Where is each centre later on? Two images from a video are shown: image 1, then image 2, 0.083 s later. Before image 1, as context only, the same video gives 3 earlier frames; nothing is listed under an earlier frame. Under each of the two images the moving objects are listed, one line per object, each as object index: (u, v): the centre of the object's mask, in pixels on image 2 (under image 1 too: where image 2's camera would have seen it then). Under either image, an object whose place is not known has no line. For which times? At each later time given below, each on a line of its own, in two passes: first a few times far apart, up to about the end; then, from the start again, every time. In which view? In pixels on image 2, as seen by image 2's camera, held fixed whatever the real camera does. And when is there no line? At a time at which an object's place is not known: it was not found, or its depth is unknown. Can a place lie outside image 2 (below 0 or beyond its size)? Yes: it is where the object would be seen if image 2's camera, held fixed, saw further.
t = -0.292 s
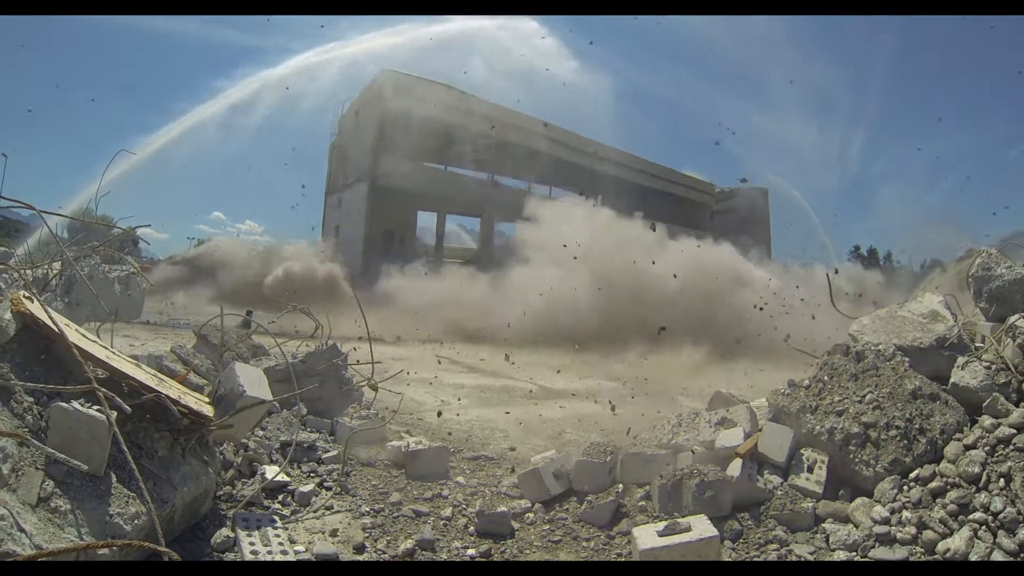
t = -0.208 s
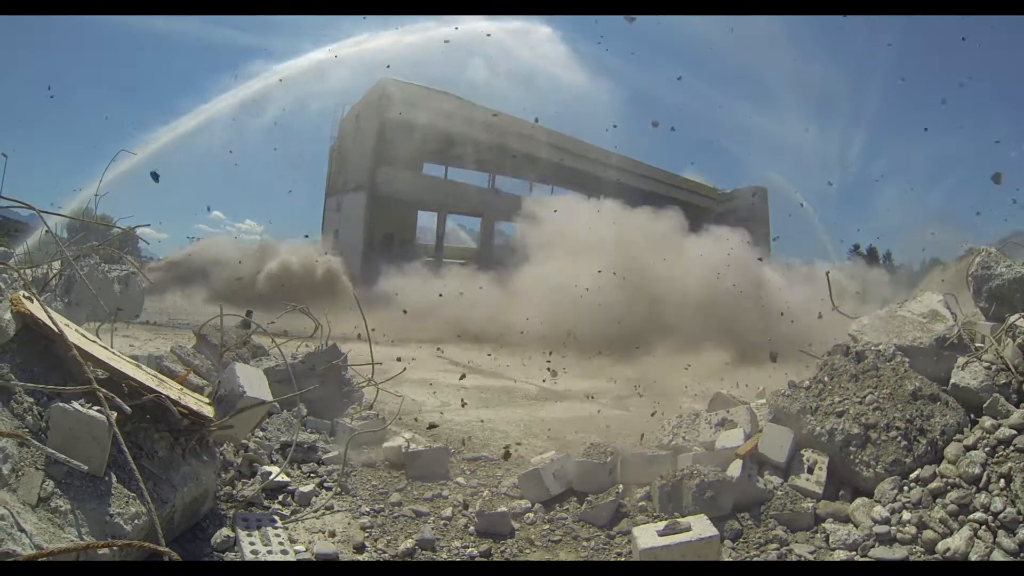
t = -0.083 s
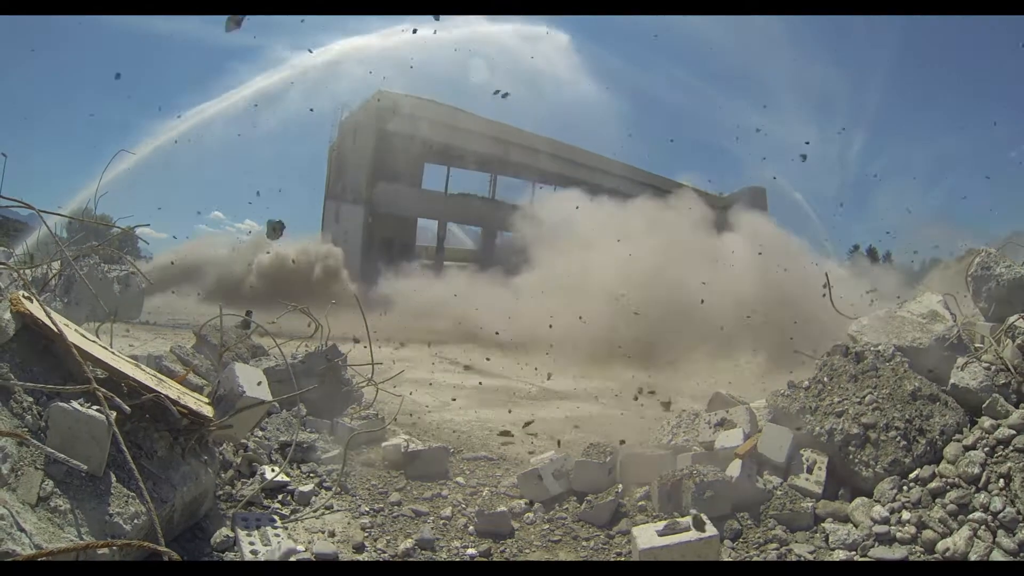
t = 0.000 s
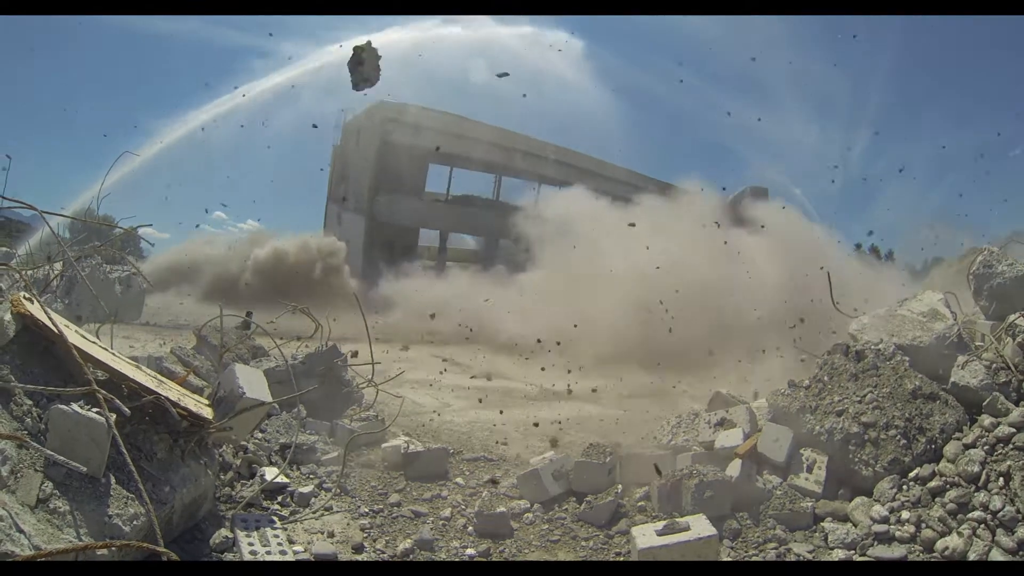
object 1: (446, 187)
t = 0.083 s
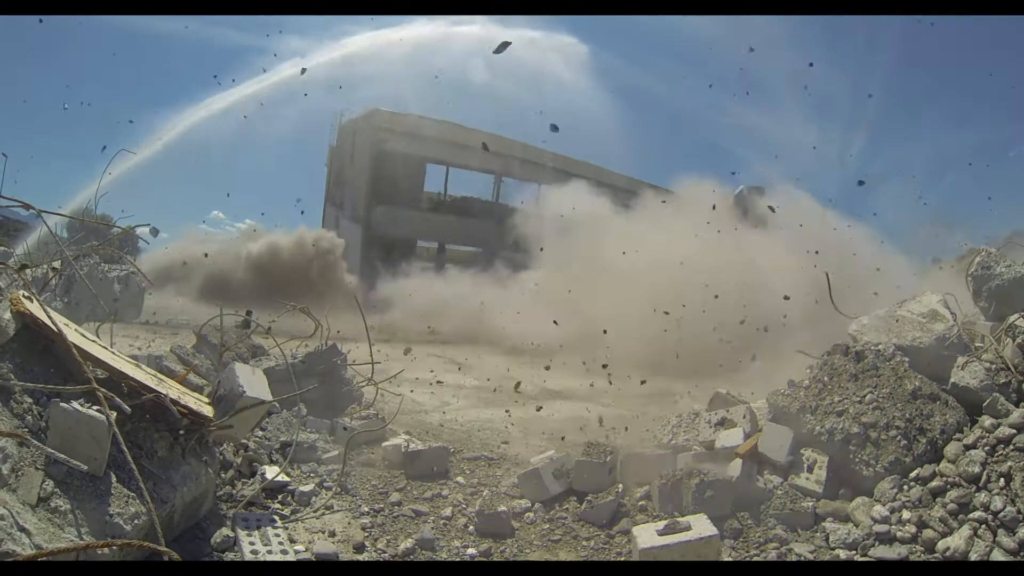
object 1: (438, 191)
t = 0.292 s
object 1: (423, 203)
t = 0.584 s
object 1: (423, 197)
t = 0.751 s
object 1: (420, 188)
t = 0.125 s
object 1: (435, 194)
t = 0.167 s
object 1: (433, 196)
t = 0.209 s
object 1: (425, 199)
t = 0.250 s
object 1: (424, 202)
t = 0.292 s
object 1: (423, 203)
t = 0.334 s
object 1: (424, 202)
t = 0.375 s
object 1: (422, 201)
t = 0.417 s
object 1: (422, 200)
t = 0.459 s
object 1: (422, 199)
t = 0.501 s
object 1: (423, 198)
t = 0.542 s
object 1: (423, 198)
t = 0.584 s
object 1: (423, 197)
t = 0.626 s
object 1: (424, 196)
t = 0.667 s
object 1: (424, 196)
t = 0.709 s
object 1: (426, 195)
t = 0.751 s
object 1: (420, 188)
